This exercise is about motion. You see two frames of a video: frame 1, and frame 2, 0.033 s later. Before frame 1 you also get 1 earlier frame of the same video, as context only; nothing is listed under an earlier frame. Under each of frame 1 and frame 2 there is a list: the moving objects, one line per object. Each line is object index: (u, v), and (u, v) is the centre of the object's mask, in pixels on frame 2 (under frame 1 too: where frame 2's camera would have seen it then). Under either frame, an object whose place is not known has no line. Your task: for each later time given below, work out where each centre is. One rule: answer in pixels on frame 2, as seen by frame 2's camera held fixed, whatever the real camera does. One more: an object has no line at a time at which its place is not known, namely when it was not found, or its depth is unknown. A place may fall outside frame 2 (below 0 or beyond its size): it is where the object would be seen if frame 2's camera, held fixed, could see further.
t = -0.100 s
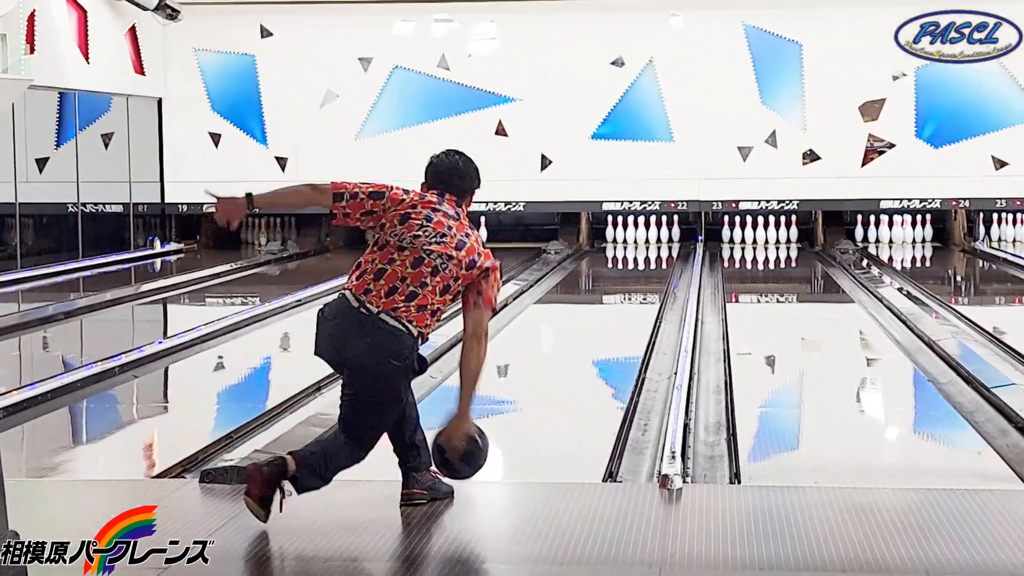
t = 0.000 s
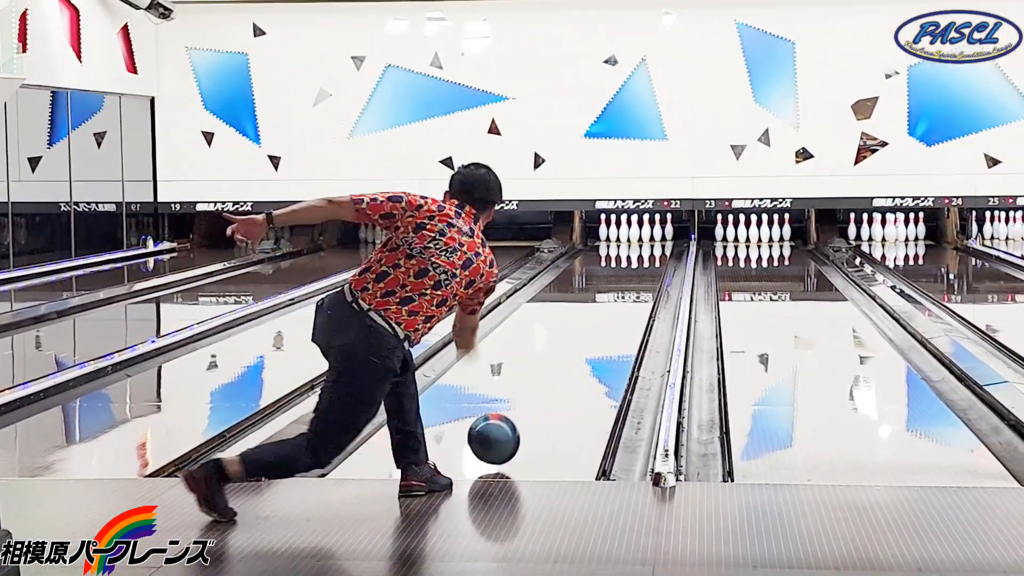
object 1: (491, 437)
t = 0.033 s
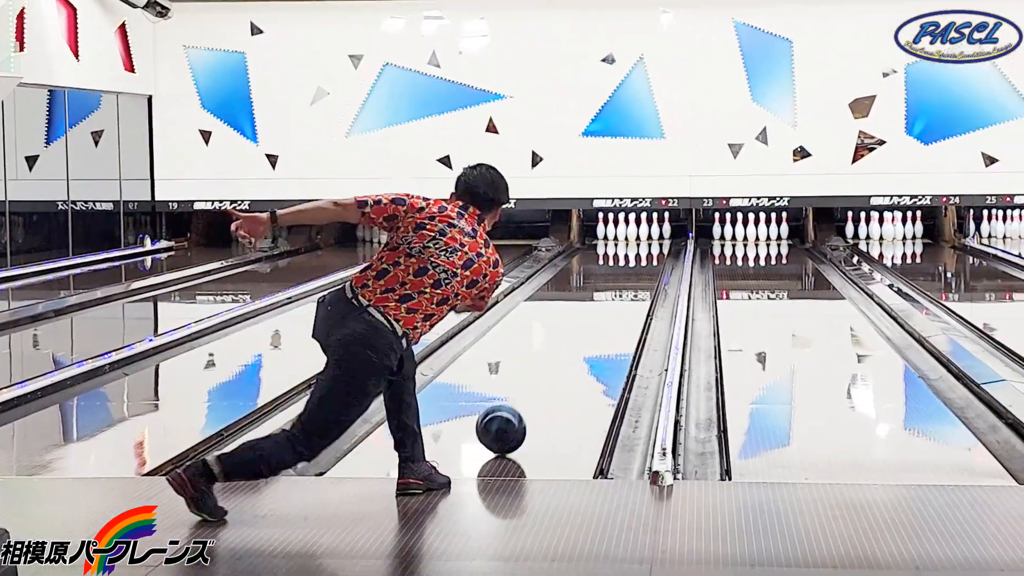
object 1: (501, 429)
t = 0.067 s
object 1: (510, 419)
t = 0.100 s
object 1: (519, 410)
